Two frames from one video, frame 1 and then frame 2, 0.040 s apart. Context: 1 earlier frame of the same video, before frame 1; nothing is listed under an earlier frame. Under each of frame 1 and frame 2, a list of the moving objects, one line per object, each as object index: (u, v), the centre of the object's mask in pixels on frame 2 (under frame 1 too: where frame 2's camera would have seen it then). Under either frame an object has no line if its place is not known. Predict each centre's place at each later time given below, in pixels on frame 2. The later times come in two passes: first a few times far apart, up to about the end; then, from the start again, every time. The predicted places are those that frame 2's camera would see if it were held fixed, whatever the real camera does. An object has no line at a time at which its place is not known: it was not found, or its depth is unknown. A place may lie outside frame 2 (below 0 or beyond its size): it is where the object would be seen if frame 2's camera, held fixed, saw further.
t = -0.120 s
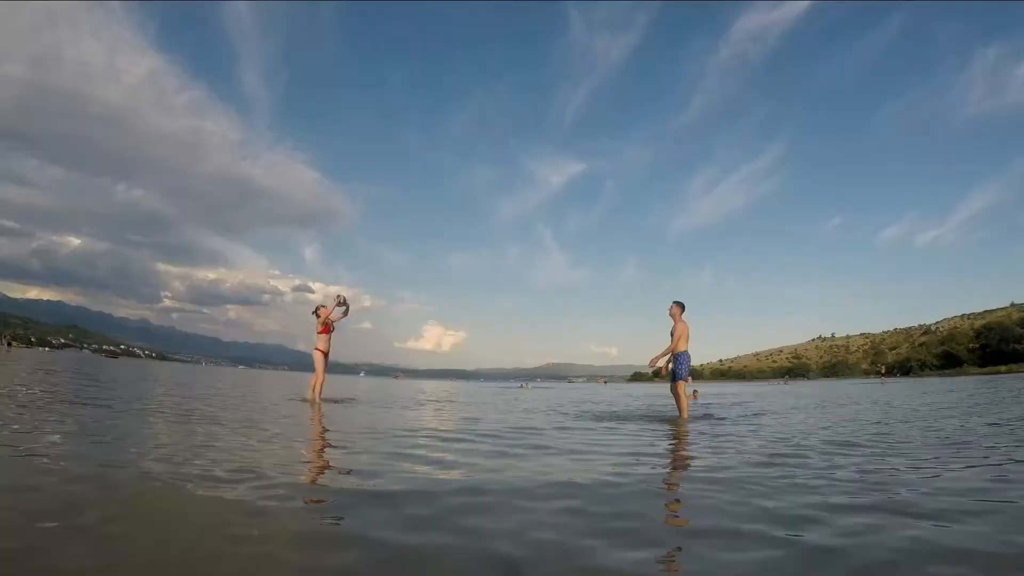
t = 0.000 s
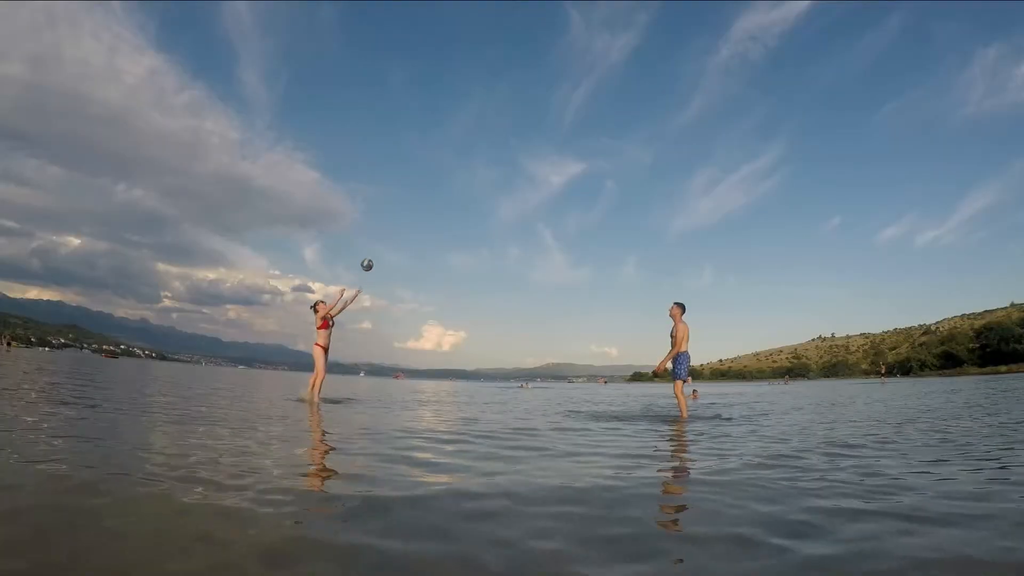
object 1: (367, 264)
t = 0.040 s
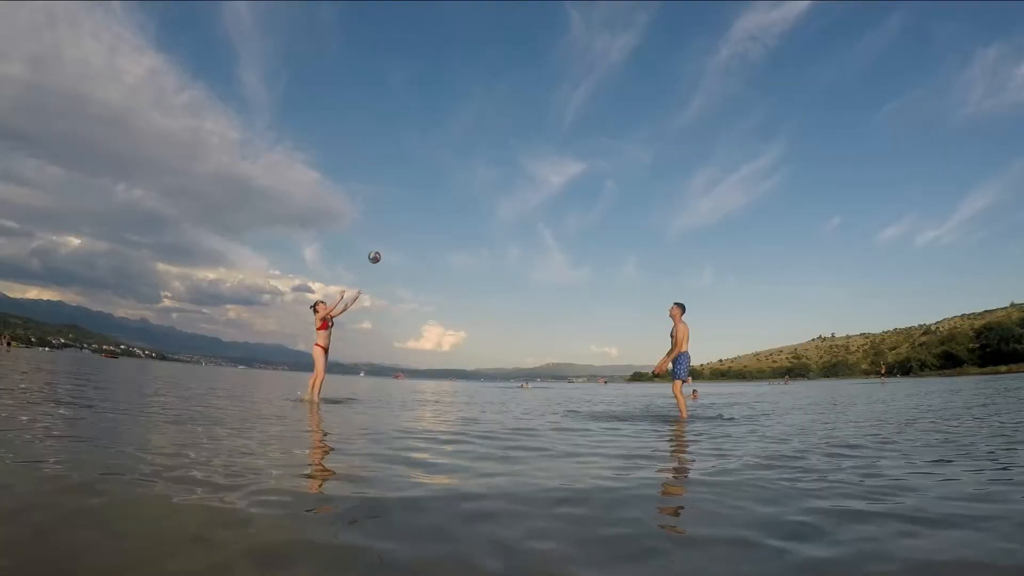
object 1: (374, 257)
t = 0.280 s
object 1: (429, 220)
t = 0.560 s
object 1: (499, 220)
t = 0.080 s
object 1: (383, 250)
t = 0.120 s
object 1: (395, 241)
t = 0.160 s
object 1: (403, 235)
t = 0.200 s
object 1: (413, 227)
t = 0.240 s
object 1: (421, 223)
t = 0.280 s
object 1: (429, 220)
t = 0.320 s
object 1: (442, 216)
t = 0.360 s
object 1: (450, 215)
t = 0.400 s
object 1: (462, 213)
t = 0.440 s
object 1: (469, 213)
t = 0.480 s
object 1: (479, 214)
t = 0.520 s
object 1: (492, 217)
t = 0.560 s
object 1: (499, 220)
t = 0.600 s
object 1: (513, 226)
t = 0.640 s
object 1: (522, 231)
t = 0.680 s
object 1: (532, 237)
